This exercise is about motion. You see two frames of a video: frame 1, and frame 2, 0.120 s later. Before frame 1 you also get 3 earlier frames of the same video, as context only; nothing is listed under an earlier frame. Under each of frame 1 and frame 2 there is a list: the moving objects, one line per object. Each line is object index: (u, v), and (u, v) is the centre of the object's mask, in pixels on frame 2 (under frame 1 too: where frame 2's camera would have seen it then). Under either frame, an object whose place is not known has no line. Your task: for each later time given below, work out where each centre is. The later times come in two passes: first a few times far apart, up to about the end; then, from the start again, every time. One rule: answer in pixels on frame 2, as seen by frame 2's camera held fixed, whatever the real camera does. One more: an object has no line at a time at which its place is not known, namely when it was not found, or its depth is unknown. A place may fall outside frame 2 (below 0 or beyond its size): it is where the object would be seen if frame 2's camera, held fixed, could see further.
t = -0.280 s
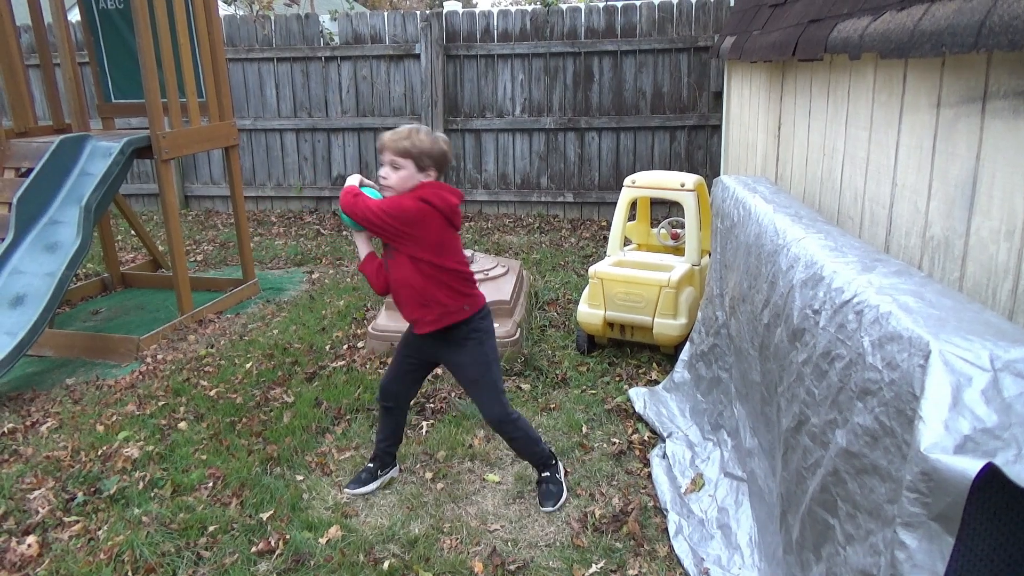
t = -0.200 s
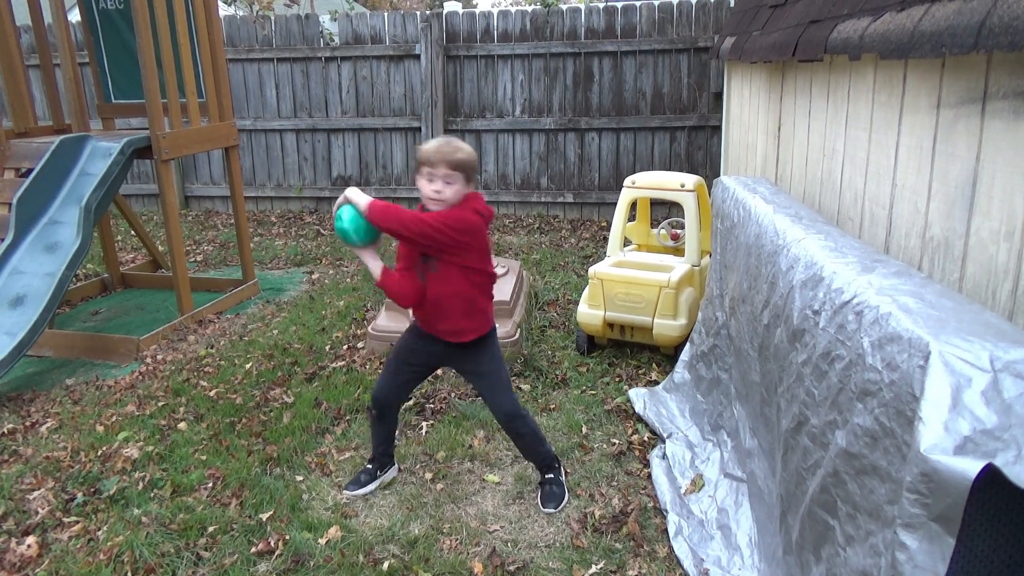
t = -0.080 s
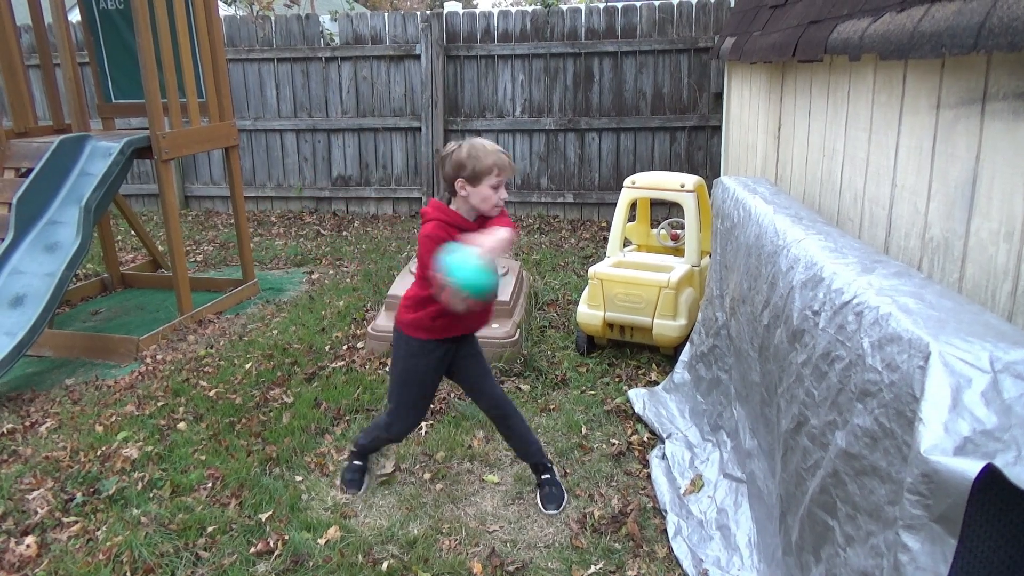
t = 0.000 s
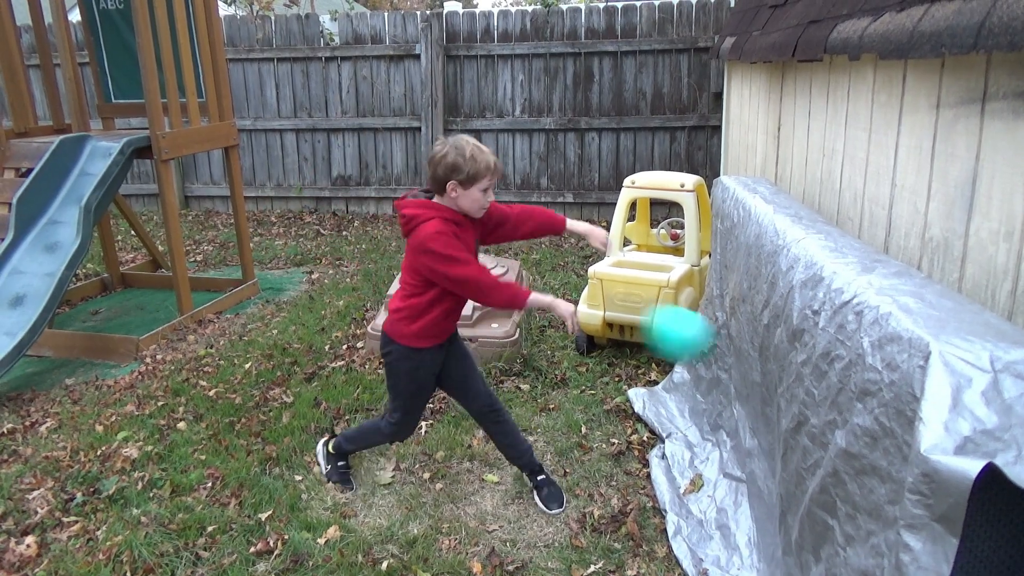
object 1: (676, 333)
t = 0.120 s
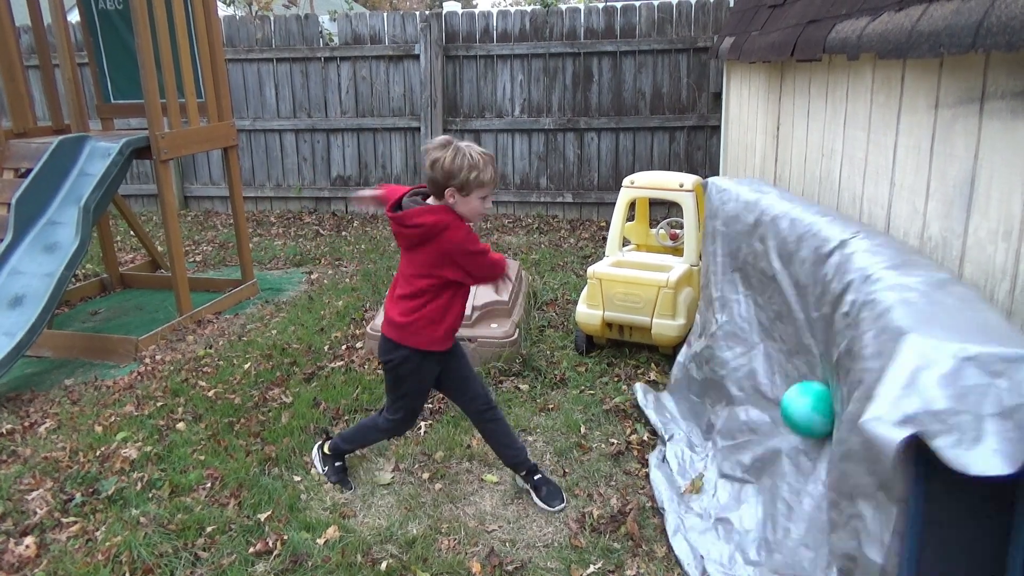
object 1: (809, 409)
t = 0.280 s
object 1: (754, 492)
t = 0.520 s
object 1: (651, 552)
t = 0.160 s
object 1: (802, 422)
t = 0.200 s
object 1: (789, 445)
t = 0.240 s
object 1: (777, 462)
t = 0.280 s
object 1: (754, 492)
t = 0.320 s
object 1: (738, 519)
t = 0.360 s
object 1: (722, 549)
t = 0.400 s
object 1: (701, 550)
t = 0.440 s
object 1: (686, 547)
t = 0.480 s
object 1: (665, 548)
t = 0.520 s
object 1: (651, 552)
